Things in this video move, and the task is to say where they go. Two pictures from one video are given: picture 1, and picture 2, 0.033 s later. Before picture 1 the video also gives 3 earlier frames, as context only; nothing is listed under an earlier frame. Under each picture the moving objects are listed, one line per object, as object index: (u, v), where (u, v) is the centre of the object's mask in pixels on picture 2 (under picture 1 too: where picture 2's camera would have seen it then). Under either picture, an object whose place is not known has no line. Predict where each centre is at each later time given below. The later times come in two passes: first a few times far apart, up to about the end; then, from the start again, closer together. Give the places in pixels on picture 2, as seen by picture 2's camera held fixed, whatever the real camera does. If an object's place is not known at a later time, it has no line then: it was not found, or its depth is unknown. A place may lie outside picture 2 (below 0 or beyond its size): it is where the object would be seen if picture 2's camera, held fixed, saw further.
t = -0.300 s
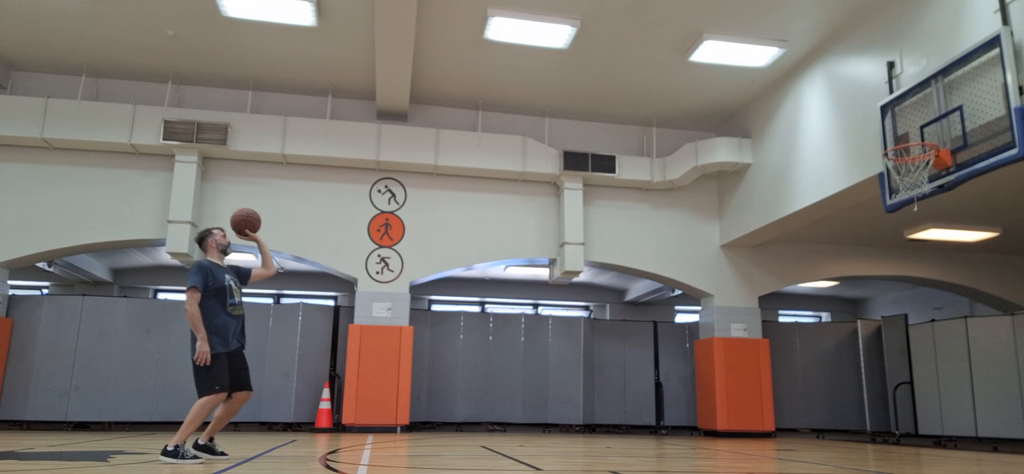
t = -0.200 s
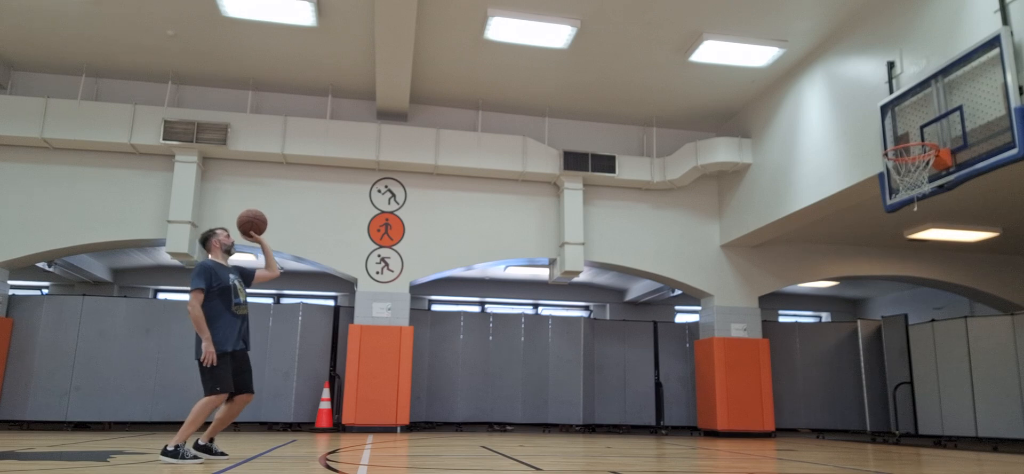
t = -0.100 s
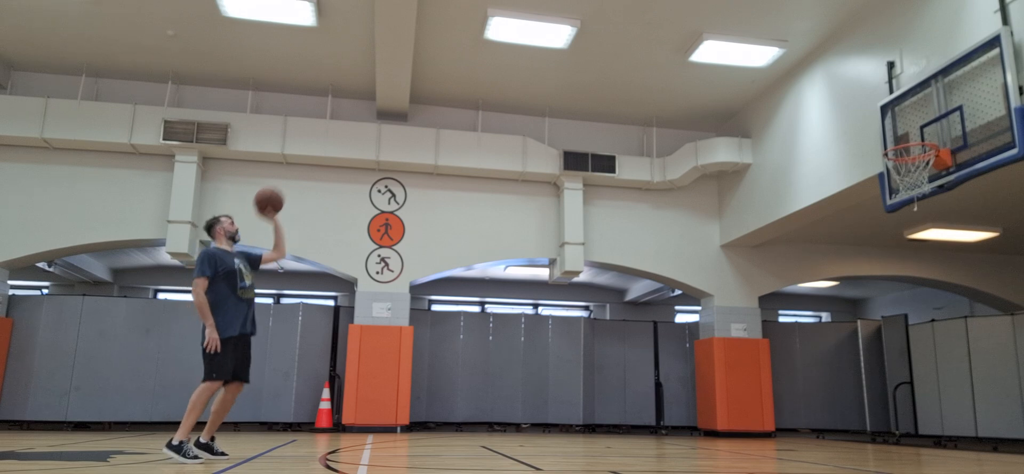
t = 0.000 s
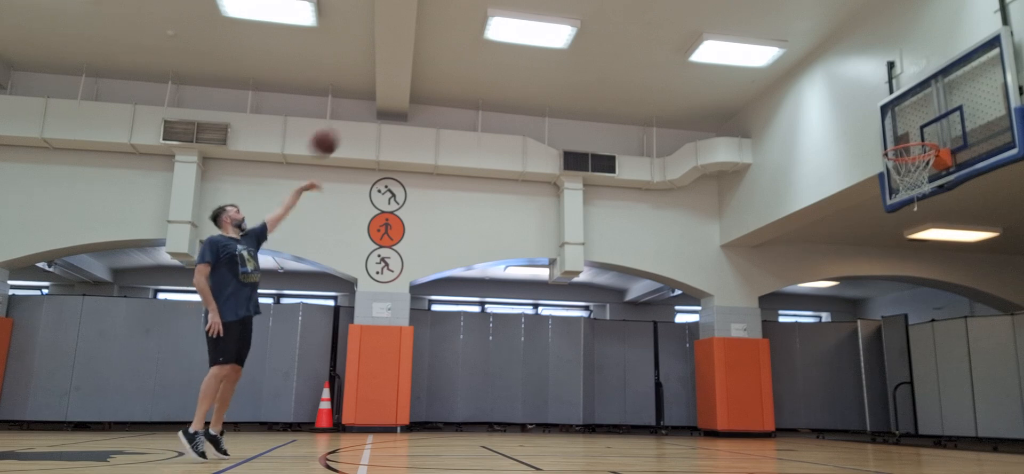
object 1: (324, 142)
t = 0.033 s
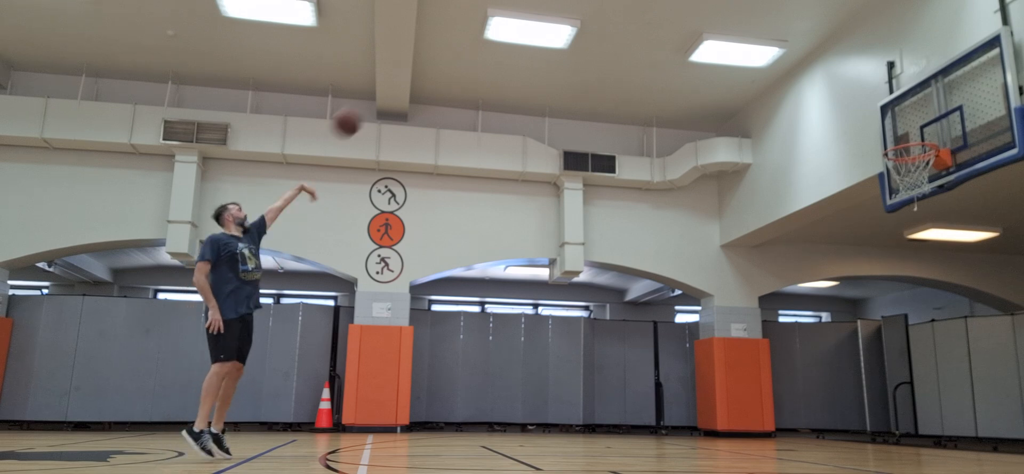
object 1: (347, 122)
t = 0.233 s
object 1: (467, 39)
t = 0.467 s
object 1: (589, 5)
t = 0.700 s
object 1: (699, 10)
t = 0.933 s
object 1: (802, 65)
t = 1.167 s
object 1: (911, 157)
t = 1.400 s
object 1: (946, 190)
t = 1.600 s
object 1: (973, 250)
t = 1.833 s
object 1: (1013, 382)
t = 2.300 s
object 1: (997, 285)
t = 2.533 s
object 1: (981, 266)
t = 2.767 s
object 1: (972, 316)
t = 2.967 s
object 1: (970, 424)
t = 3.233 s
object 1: (955, 367)
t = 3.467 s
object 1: (944, 334)
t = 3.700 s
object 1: (940, 387)
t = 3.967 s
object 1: (934, 419)
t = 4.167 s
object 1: (923, 380)
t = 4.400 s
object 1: (918, 426)
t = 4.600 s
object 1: (912, 438)
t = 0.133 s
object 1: (410, 75)
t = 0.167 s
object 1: (430, 62)
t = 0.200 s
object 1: (449, 50)
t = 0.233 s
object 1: (467, 39)
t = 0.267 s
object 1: (484, 31)
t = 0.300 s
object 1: (505, 21)
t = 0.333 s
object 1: (523, 14)
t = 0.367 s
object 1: (540, 10)
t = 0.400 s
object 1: (556, 8)
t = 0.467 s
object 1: (589, 5)
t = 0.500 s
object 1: (605, 4)
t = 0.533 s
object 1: (622, 4)
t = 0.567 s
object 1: (637, 4)
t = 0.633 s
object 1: (668, 6)
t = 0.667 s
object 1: (683, 8)
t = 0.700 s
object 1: (699, 10)
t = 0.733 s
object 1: (714, 15)
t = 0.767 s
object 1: (729, 21)
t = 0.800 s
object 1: (744, 28)
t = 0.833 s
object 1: (759, 35)
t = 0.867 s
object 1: (774, 44)
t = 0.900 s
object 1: (788, 55)
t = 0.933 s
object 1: (802, 65)
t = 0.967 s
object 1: (817, 76)
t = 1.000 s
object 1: (832, 88)
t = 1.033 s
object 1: (847, 101)
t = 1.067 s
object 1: (862, 115)
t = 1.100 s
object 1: (876, 130)
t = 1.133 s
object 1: (892, 142)
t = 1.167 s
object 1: (911, 157)
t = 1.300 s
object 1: (936, 182)
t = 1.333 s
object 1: (939, 181)
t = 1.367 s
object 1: (942, 183)
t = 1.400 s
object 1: (946, 190)
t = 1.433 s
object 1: (950, 196)
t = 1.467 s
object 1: (954, 205)
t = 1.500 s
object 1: (958, 213)
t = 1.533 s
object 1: (963, 222)
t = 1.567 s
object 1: (968, 235)
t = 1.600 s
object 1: (973, 250)
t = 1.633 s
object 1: (978, 262)
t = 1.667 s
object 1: (984, 276)
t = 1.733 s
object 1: (996, 313)
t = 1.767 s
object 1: (1003, 335)
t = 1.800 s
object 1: (1009, 357)
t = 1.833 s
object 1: (1013, 382)
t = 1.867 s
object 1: (1016, 407)
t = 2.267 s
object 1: (999, 293)
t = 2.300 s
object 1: (997, 285)
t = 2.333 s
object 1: (995, 278)
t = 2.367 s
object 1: (992, 273)
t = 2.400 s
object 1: (990, 269)
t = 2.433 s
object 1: (988, 266)
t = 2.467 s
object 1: (985, 265)
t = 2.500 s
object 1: (983, 265)
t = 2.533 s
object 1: (981, 266)
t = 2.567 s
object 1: (980, 269)
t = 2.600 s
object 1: (978, 273)
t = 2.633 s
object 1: (977, 278)
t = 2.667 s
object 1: (975, 285)
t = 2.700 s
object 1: (974, 294)
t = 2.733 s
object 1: (973, 303)
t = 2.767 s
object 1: (972, 316)
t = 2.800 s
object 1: (971, 329)
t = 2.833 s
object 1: (971, 345)
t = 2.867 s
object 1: (970, 361)
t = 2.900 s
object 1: (970, 380)
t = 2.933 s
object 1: (970, 401)
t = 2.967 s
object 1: (970, 424)
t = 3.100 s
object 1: (964, 423)
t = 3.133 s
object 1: (961, 406)
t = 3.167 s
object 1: (959, 390)
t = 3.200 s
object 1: (957, 377)
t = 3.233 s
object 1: (955, 367)
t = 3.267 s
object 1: (953, 358)
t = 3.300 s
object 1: (951, 350)
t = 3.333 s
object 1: (949, 343)
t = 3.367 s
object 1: (947, 338)
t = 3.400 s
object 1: (946, 335)
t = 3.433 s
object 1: (945, 334)
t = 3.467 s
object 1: (944, 334)
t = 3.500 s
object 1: (943, 337)
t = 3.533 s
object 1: (942, 340)
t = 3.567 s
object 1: (941, 346)
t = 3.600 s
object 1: (941, 353)
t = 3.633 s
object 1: (941, 362)
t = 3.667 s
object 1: (940, 374)
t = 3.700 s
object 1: (940, 387)
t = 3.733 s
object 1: (941, 402)
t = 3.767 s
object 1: (941, 418)
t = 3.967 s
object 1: (934, 419)
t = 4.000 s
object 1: (932, 407)
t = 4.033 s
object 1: (930, 398)
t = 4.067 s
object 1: (928, 390)
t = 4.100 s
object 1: (926, 385)
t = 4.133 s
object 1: (925, 381)
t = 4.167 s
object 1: (923, 380)
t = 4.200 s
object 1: (922, 380)
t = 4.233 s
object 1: (920, 383)
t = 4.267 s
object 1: (920, 387)
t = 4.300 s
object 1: (919, 393)
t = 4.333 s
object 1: (918, 402)
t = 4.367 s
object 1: (918, 413)
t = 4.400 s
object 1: (918, 426)
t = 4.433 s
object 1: (919, 441)
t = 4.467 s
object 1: (918, 455)
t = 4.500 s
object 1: (917, 464)
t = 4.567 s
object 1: (914, 449)
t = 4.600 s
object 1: (912, 438)
